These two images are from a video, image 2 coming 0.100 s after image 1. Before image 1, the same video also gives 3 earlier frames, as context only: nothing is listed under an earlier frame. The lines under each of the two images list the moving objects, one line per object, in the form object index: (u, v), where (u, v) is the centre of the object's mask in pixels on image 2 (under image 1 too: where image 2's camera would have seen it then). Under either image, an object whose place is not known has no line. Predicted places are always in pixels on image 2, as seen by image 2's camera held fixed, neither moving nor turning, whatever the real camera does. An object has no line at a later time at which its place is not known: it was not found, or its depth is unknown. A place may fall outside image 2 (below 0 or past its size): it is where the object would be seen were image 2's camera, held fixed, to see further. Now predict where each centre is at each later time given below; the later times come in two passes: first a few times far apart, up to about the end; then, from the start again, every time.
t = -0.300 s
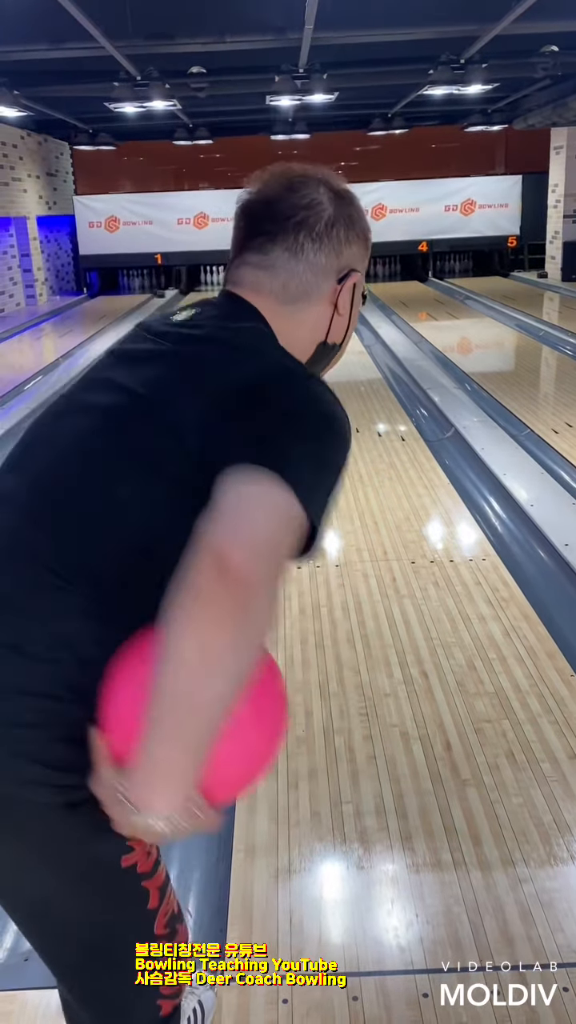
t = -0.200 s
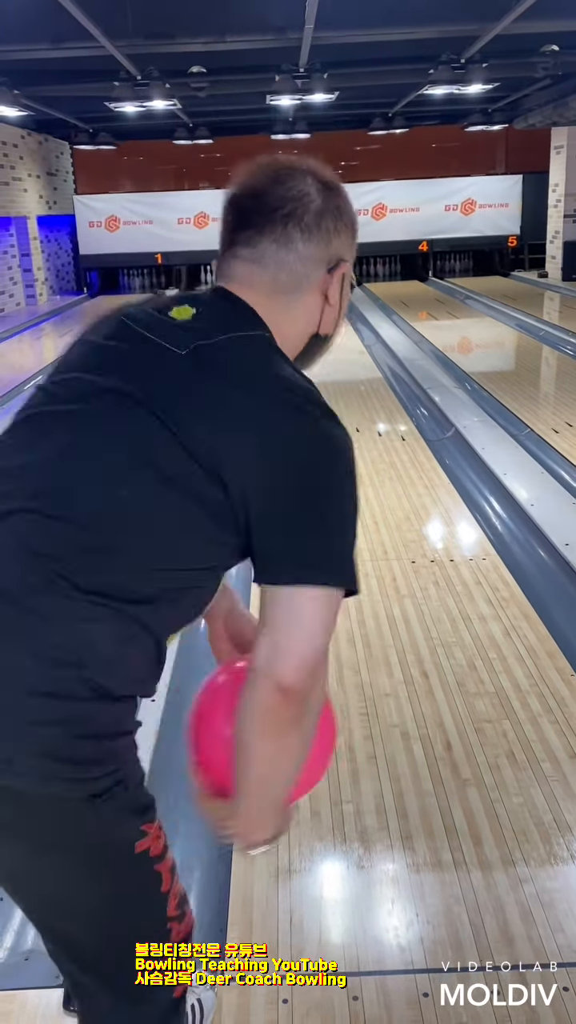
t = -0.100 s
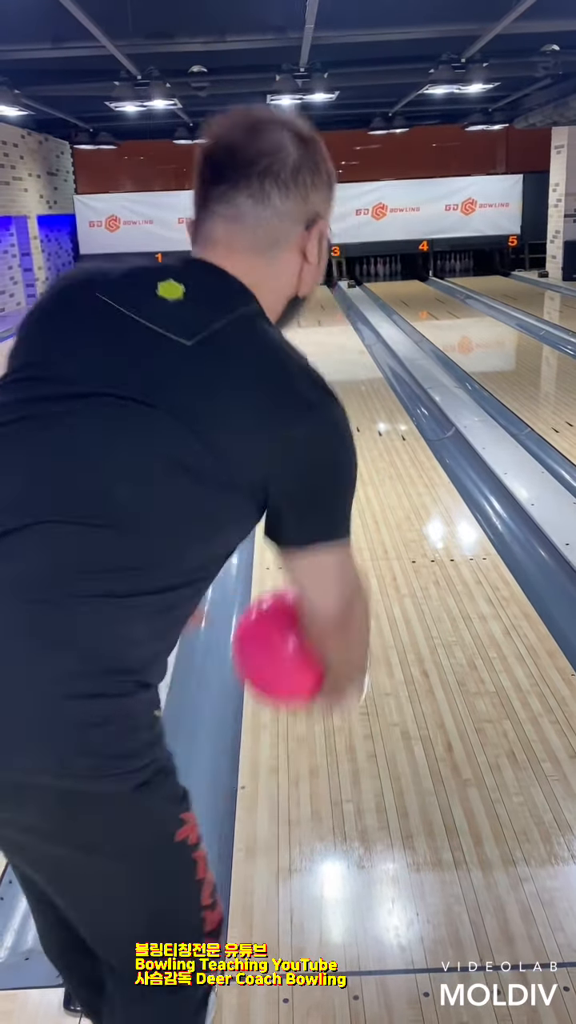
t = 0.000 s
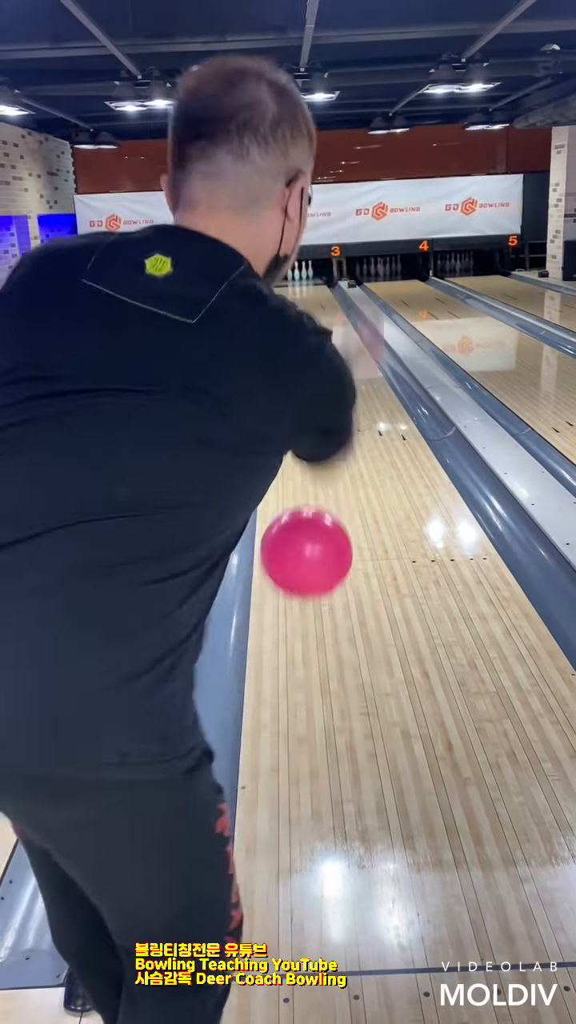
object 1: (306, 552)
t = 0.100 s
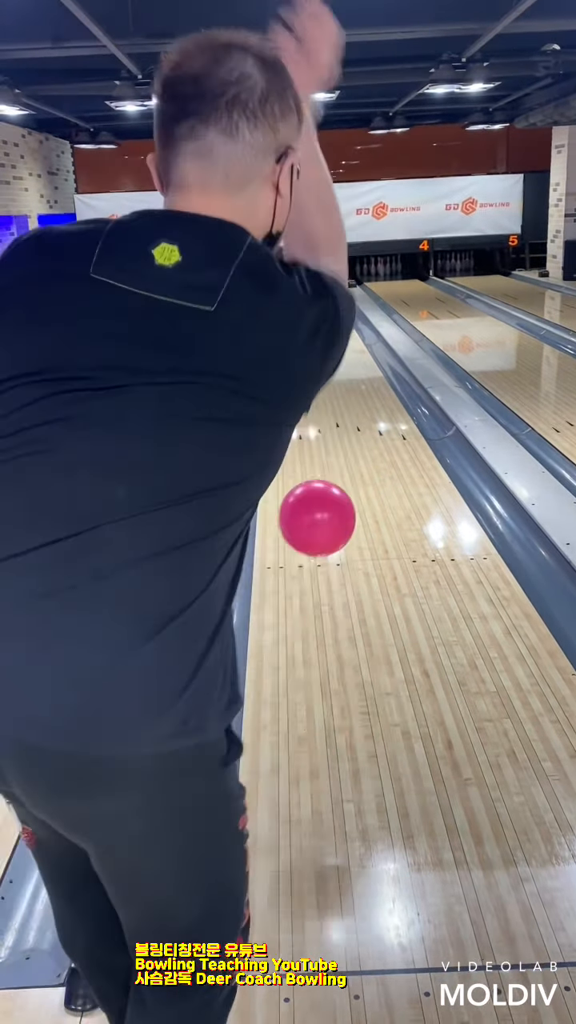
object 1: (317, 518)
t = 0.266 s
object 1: (331, 537)
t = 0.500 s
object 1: (342, 505)
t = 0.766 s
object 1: (346, 446)
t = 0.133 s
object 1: (321, 516)
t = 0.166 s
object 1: (324, 517)
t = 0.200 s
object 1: (326, 521)
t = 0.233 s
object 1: (329, 528)
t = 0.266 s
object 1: (331, 537)
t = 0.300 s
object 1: (334, 548)
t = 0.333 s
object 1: (336, 558)
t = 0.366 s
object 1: (337, 543)
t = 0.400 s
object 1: (338, 529)
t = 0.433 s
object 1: (340, 519)
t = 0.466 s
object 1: (341, 512)
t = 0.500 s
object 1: (342, 505)
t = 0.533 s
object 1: (342, 496)
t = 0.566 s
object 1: (343, 487)
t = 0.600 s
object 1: (344, 480)
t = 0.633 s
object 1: (345, 472)
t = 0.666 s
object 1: (345, 465)
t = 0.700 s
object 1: (345, 458)
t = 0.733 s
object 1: (346, 452)
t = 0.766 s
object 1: (346, 446)
